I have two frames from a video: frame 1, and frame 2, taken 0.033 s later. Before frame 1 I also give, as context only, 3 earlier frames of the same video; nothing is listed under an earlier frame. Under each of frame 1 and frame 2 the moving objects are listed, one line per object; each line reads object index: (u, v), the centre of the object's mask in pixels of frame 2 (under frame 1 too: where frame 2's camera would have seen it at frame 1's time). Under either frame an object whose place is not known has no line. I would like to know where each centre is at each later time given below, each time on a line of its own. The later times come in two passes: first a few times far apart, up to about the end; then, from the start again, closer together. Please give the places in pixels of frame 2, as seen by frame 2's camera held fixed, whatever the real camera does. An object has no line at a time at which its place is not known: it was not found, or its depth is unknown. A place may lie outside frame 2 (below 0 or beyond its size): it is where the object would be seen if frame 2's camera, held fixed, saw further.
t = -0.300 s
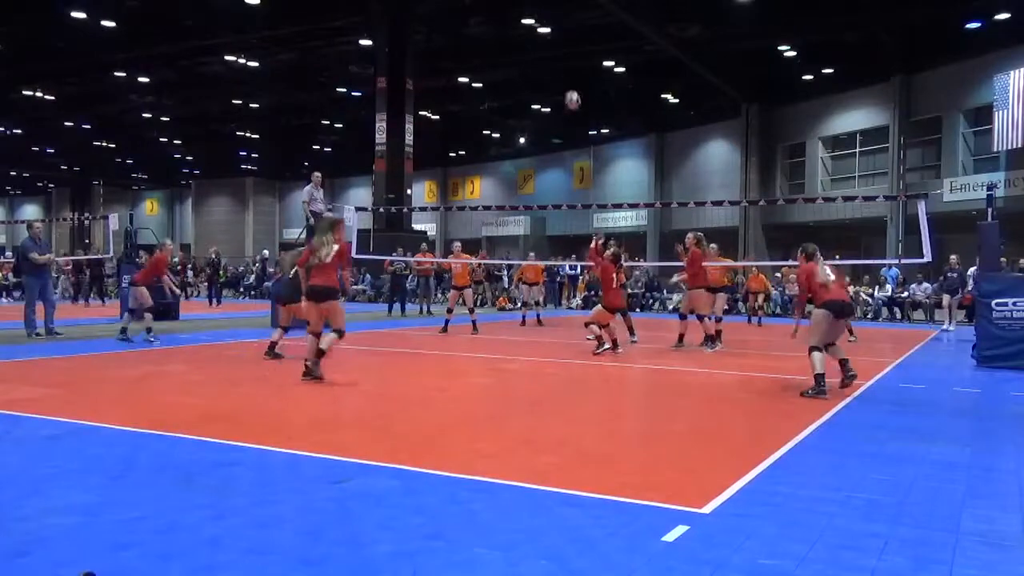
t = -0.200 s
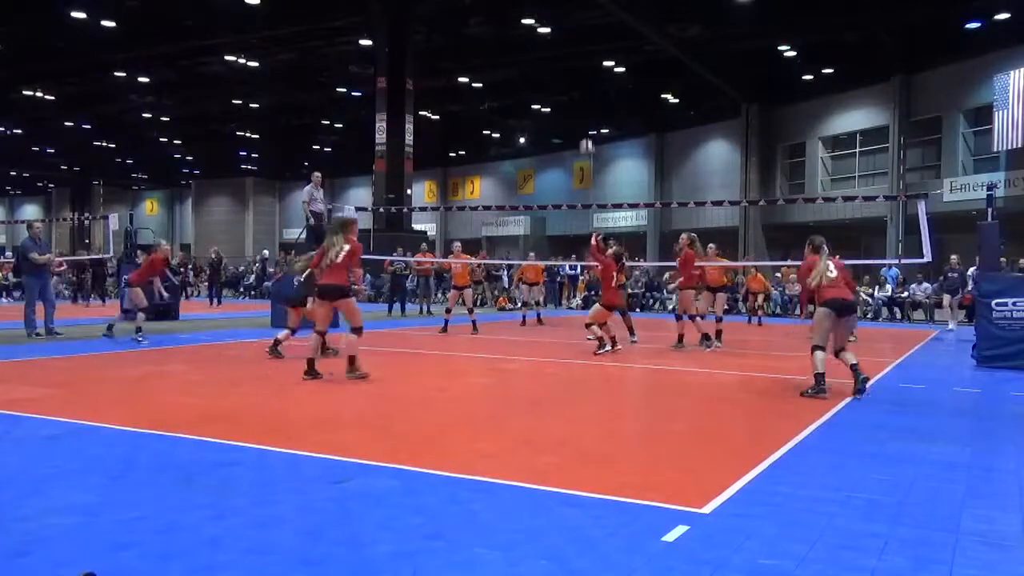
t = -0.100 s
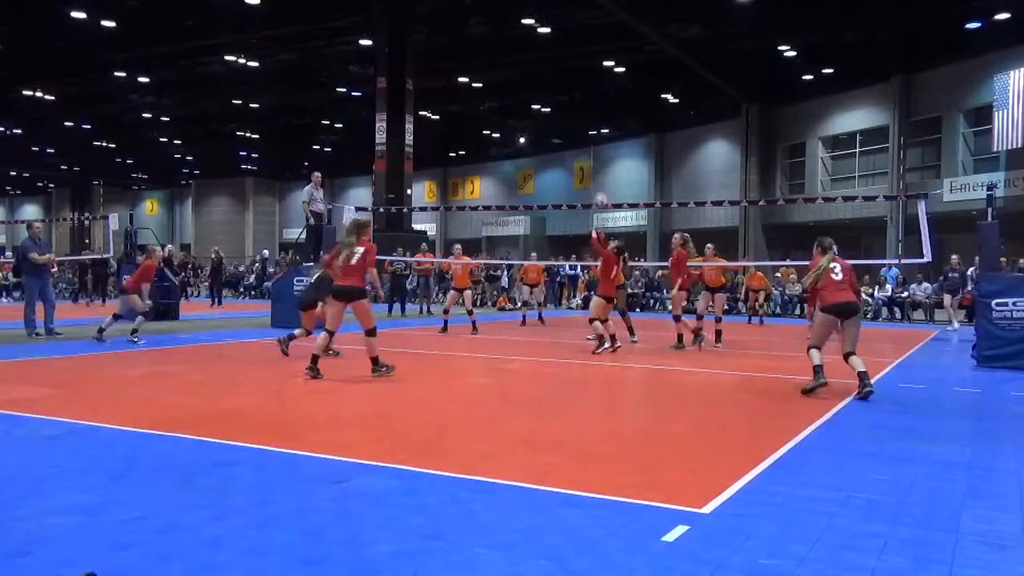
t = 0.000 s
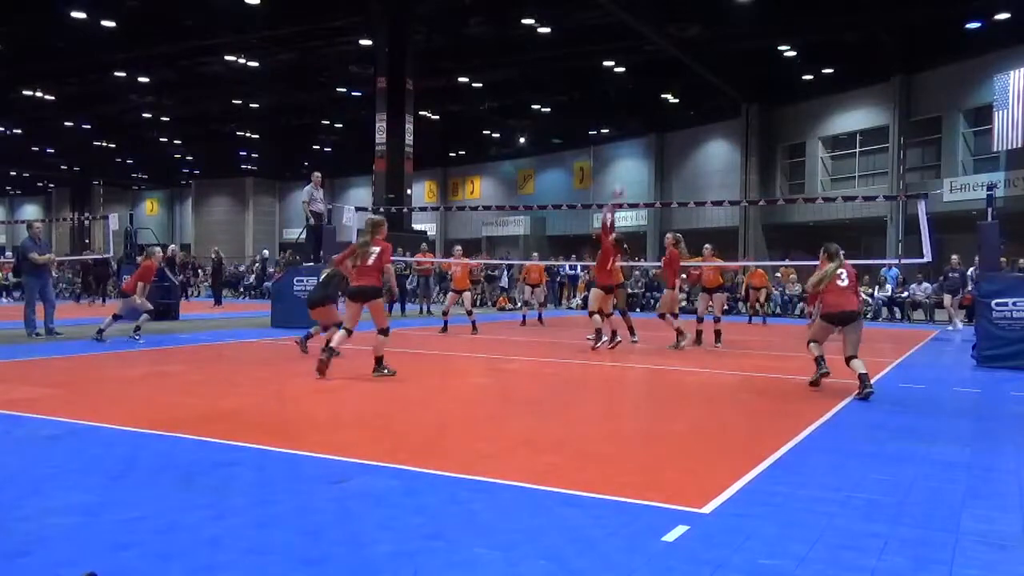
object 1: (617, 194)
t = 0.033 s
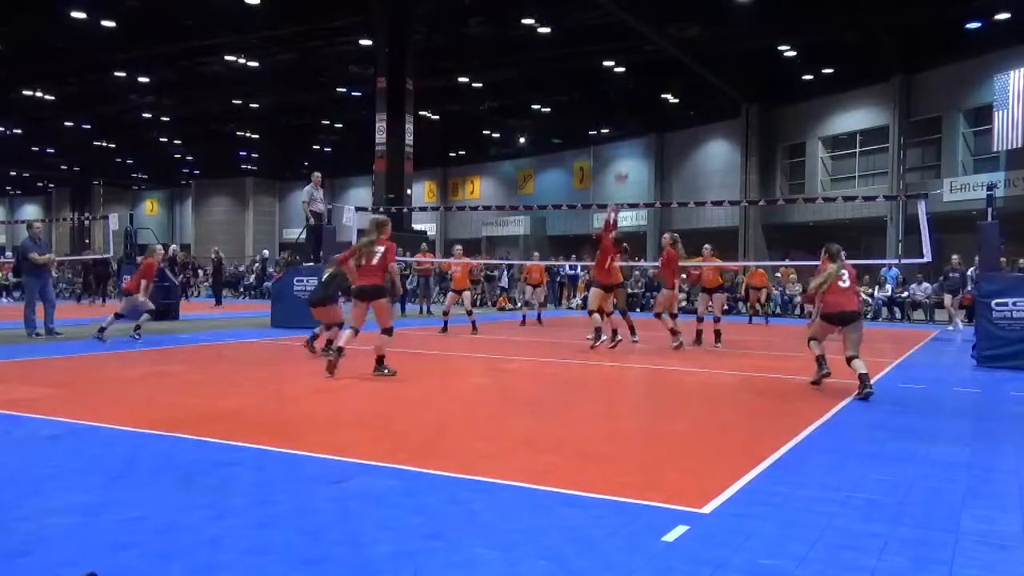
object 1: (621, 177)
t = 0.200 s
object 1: (649, 105)
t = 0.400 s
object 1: (680, 48)
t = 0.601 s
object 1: (709, 20)
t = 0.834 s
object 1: (743, 24)
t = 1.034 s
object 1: (770, 59)
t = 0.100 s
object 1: (633, 143)
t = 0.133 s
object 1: (638, 130)
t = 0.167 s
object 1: (644, 117)
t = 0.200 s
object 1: (649, 105)
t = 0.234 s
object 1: (654, 93)
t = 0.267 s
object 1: (660, 83)
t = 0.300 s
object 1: (665, 73)
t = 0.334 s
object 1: (670, 64)
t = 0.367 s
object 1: (675, 55)
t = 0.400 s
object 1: (680, 48)
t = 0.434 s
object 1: (685, 41)
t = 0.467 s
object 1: (689, 35)
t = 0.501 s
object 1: (694, 29)
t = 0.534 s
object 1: (699, 26)
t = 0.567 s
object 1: (704, 22)
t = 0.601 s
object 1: (709, 20)
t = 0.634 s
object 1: (714, 18)
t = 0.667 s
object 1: (719, 17)
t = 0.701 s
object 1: (724, 16)
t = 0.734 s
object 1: (728, 17)
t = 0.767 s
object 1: (733, 18)
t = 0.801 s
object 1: (738, 20)
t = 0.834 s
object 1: (743, 24)
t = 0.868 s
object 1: (747, 28)
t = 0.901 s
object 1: (752, 32)
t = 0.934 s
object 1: (757, 37)
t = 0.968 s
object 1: (761, 44)
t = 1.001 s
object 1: (766, 51)
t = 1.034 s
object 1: (770, 59)
